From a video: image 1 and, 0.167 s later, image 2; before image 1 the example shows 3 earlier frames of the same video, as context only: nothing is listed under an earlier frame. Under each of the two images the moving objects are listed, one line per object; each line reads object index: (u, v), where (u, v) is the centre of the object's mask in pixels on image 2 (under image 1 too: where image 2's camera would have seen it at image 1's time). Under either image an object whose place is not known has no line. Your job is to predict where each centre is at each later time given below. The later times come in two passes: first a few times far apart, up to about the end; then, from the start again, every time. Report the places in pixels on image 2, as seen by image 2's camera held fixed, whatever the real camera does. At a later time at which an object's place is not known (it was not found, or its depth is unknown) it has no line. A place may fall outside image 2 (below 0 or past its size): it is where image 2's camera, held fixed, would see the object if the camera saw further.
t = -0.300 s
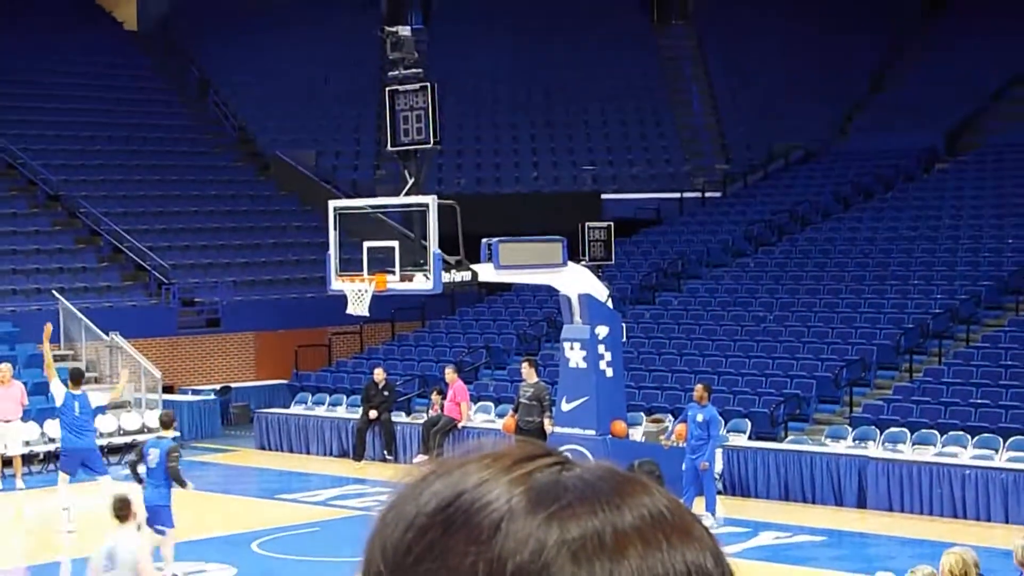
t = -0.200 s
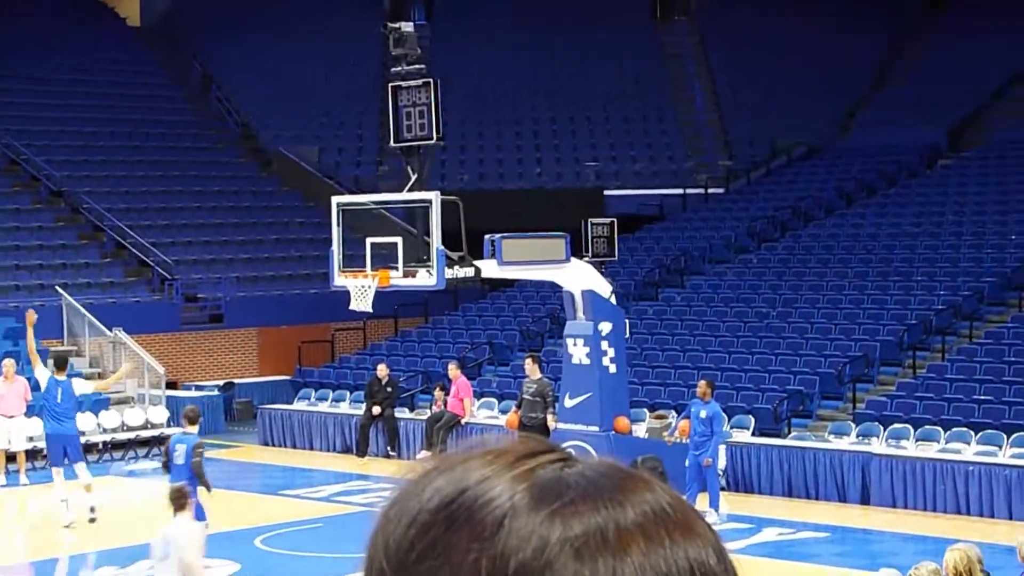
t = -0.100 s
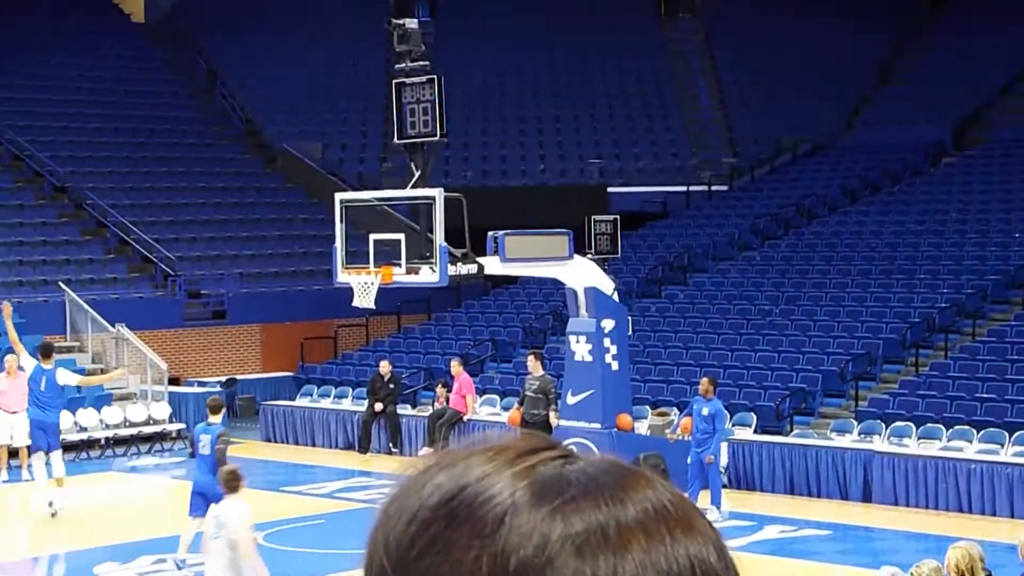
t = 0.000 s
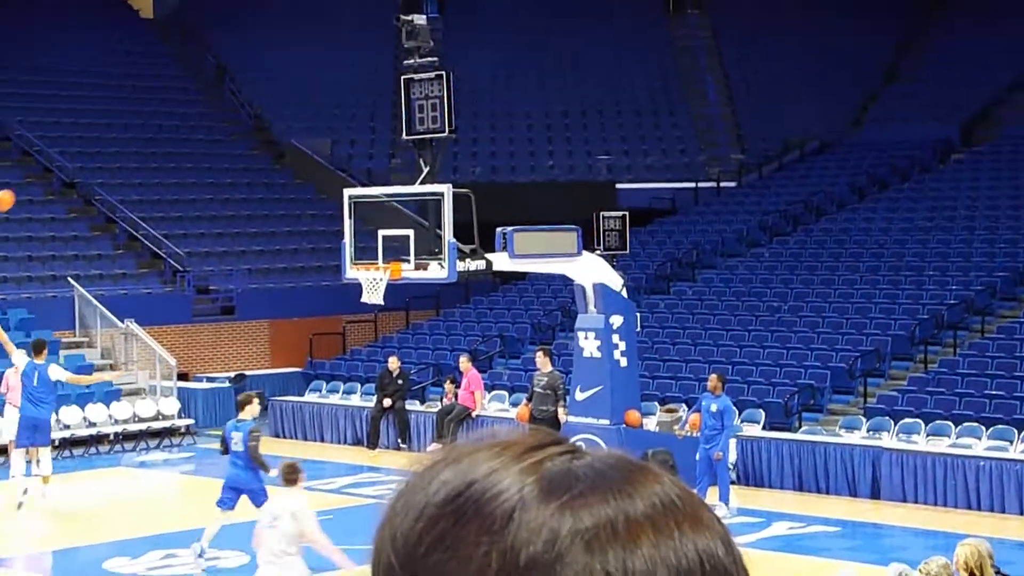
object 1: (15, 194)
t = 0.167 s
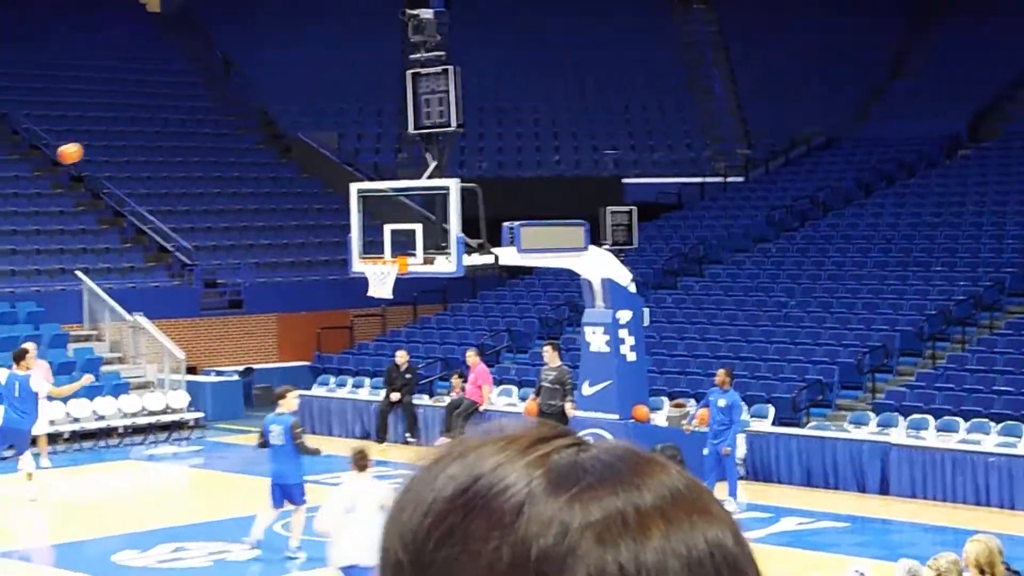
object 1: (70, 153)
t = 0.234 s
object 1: (94, 142)
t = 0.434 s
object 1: (167, 130)
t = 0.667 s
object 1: (253, 157)
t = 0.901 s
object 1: (343, 230)
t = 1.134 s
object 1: (401, 275)
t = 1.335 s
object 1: (414, 294)
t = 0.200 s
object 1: (82, 147)
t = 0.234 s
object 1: (94, 142)
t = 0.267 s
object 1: (106, 138)
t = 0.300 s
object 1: (118, 134)
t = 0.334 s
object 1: (130, 132)
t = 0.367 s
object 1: (142, 131)
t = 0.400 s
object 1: (154, 130)
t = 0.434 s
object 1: (167, 130)
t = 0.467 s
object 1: (179, 131)
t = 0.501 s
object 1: (191, 133)
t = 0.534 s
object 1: (204, 136)
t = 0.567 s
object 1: (216, 140)
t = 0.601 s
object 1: (228, 145)
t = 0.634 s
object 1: (240, 151)
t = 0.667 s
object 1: (253, 157)
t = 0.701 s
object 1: (266, 165)
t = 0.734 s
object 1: (280, 173)
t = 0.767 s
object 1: (293, 183)
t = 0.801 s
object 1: (306, 193)
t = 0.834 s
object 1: (319, 205)
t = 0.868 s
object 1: (333, 218)
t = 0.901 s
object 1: (343, 230)
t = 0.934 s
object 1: (359, 245)
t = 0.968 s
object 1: (371, 256)
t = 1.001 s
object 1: (389, 269)
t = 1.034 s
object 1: (395, 276)
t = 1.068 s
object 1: (400, 275)
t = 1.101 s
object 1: (400, 275)
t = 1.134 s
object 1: (401, 275)
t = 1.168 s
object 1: (403, 275)
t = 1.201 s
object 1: (405, 276)
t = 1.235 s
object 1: (407, 280)
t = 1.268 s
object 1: (410, 284)
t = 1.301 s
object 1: (412, 289)
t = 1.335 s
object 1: (414, 294)
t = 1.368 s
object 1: (416, 301)
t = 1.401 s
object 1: (418, 309)
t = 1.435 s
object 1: (420, 316)
